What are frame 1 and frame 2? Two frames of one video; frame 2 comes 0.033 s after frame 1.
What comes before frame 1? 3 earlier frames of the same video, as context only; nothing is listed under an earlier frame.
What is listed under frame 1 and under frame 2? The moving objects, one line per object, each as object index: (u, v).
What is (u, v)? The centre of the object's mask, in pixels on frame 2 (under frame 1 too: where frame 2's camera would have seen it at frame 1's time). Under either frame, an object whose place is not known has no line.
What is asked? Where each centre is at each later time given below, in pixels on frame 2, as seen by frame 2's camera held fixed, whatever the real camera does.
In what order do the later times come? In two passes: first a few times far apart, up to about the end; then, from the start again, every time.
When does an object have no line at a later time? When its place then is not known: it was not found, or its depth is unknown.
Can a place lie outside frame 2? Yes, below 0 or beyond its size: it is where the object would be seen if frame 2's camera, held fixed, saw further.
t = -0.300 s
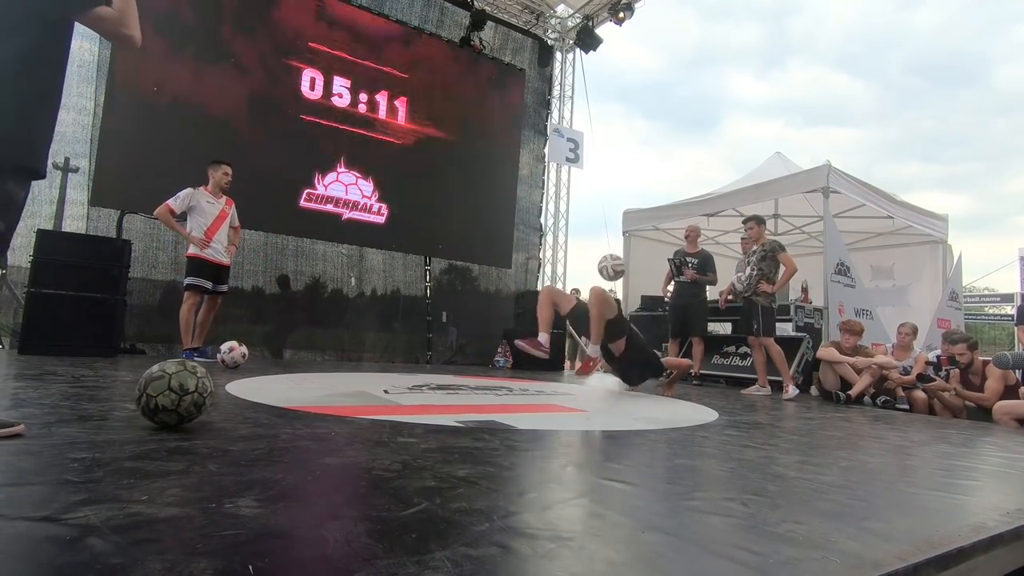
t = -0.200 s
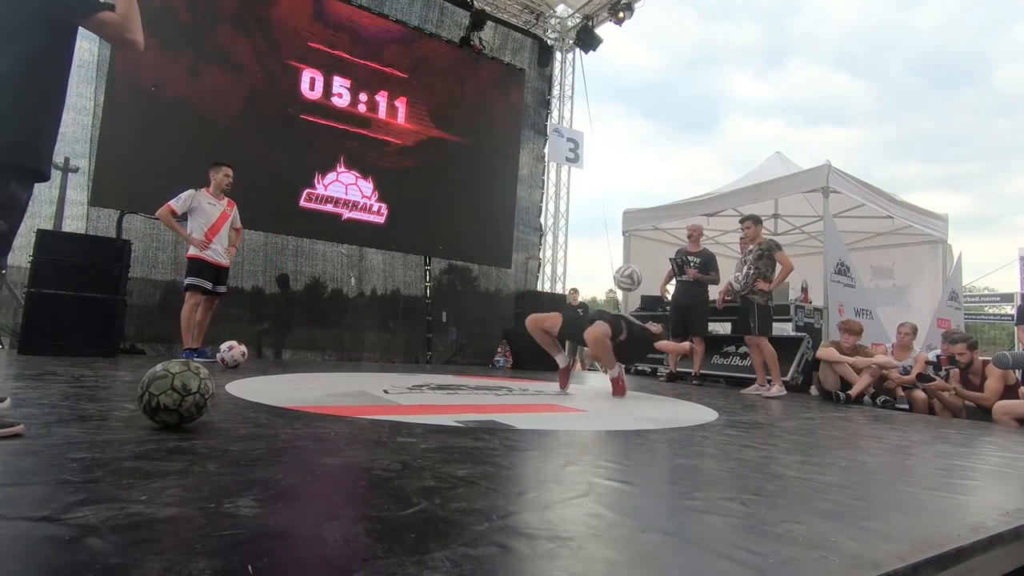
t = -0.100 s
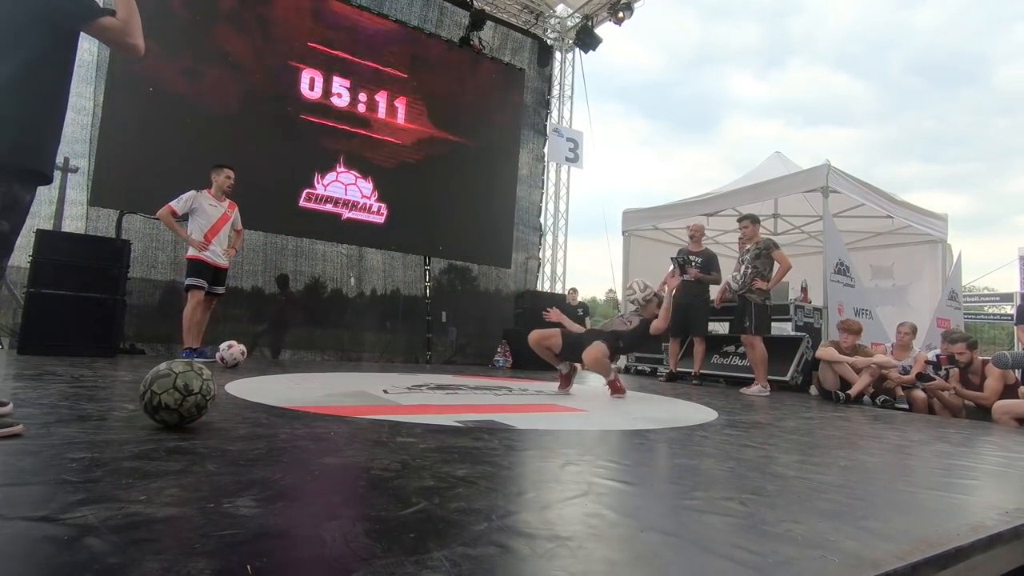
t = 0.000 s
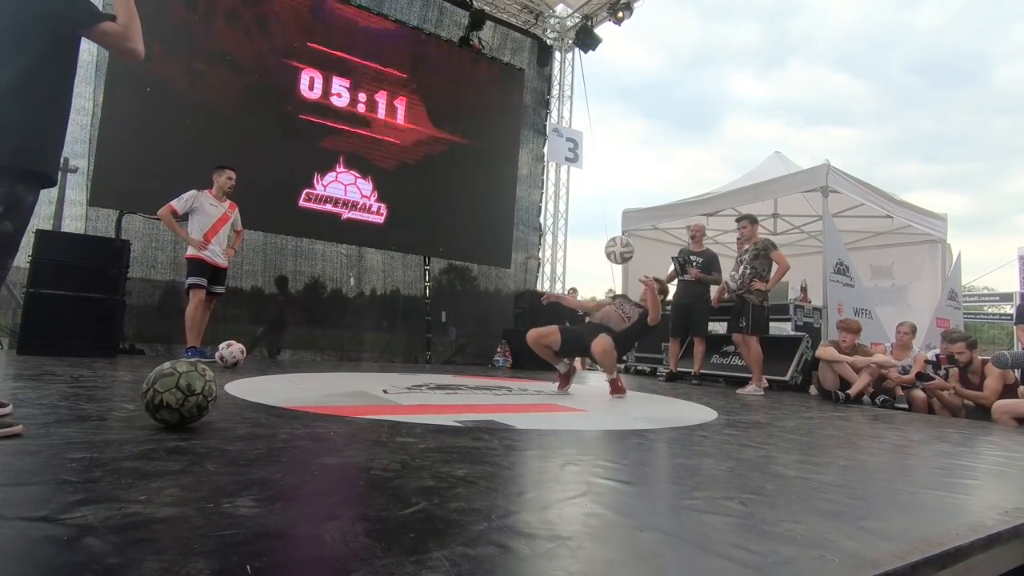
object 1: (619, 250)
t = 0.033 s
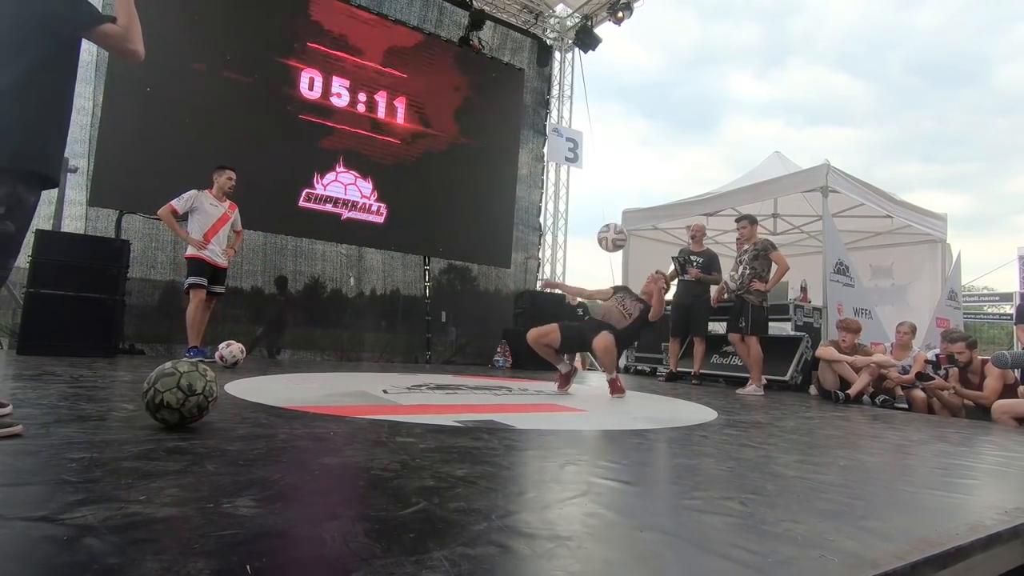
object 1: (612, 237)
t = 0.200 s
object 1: (571, 192)
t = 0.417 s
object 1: (495, 186)
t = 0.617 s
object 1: (390, 269)
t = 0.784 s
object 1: (280, 359)
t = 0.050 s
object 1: (608, 232)
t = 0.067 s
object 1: (604, 226)
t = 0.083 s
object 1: (601, 221)
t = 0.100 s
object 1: (597, 216)
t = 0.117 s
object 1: (592, 211)
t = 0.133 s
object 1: (588, 206)
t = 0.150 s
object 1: (584, 202)
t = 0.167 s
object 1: (580, 199)
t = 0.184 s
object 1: (575, 195)
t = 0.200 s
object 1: (571, 192)
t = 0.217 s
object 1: (565, 189)
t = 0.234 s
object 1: (561, 187)
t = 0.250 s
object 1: (556, 184)
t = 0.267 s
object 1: (551, 182)
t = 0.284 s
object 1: (545, 181)
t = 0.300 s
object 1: (539, 180)
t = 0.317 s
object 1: (533, 179)
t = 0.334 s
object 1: (527, 179)
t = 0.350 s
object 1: (521, 180)
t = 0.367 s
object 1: (515, 180)
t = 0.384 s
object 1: (508, 182)
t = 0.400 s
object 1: (502, 184)
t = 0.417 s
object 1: (495, 186)
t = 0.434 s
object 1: (488, 190)
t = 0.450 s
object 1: (480, 193)
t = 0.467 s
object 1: (473, 197)
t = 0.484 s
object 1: (465, 202)
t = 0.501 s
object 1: (456, 208)
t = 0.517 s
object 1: (448, 214)
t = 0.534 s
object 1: (439, 221)
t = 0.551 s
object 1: (430, 229)
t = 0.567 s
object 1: (421, 237)
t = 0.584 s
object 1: (411, 247)
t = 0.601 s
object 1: (401, 258)
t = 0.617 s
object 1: (390, 269)
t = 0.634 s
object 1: (378, 282)
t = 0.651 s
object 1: (367, 296)
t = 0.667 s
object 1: (354, 311)
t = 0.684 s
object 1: (342, 327)
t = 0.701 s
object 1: (329, 344)
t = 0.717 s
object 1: (315, 363)
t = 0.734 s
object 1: (300, 383)
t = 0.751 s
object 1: (290, 391)
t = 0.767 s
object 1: (285, 375)
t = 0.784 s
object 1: (280, 359)
